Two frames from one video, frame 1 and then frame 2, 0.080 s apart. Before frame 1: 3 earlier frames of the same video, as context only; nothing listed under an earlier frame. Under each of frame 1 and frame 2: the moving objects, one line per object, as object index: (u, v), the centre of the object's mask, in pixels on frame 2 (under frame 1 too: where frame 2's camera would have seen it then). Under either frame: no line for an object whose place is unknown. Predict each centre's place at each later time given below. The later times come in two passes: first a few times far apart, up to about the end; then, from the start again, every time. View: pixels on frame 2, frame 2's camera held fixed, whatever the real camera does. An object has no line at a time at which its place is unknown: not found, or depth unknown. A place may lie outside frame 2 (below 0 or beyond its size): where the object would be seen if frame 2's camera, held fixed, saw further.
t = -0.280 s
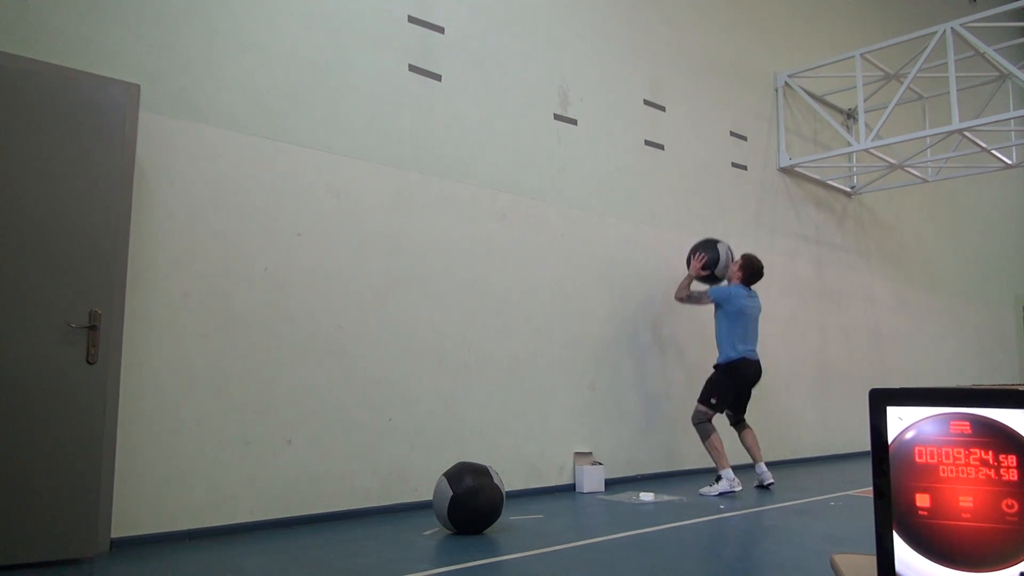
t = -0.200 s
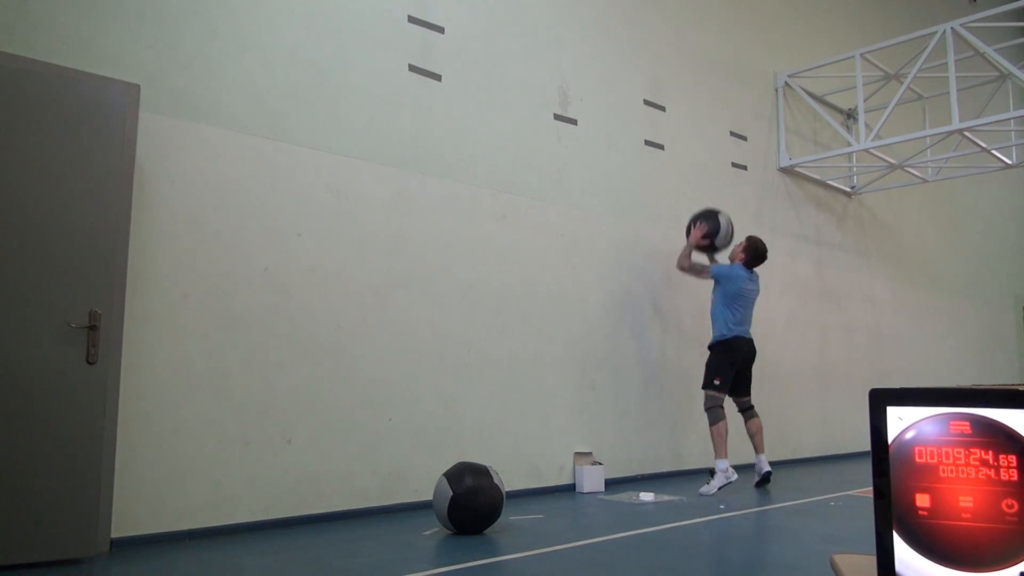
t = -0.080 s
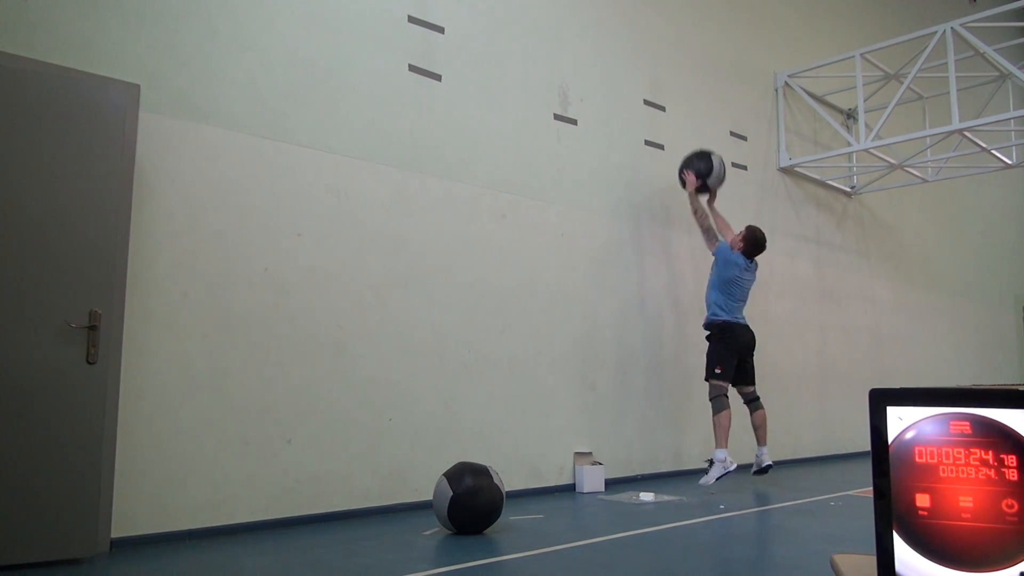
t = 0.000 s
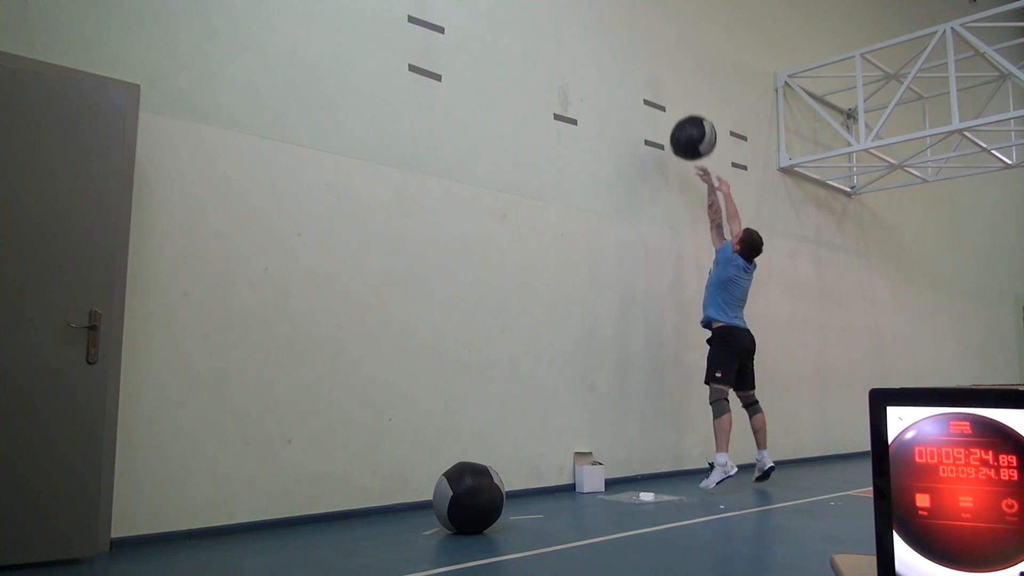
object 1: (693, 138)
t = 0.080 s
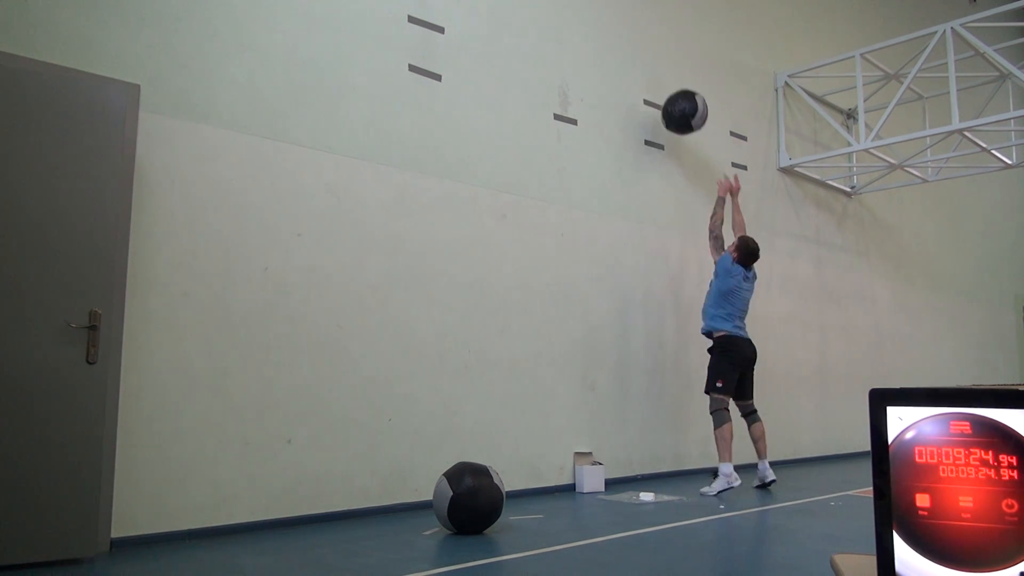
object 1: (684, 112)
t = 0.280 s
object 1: (668, 82)
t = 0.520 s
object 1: (679, 98)
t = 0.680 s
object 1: (688, 149)
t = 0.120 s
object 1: (680, 102)
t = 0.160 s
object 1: (676, 94)
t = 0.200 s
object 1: (672, 88)
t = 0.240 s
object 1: (669, 84)
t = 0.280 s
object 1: (668, 82)
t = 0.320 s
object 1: (670, 80)
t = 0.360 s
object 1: (672, 80)
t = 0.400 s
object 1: (674, 81)
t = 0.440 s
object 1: (676, 85)
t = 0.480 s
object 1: (678, 90)
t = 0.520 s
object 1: (679, 98)
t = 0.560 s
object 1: (682, 108)
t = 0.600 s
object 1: (684, 119)
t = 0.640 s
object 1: (686, 133)
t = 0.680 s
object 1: (688, 149)
